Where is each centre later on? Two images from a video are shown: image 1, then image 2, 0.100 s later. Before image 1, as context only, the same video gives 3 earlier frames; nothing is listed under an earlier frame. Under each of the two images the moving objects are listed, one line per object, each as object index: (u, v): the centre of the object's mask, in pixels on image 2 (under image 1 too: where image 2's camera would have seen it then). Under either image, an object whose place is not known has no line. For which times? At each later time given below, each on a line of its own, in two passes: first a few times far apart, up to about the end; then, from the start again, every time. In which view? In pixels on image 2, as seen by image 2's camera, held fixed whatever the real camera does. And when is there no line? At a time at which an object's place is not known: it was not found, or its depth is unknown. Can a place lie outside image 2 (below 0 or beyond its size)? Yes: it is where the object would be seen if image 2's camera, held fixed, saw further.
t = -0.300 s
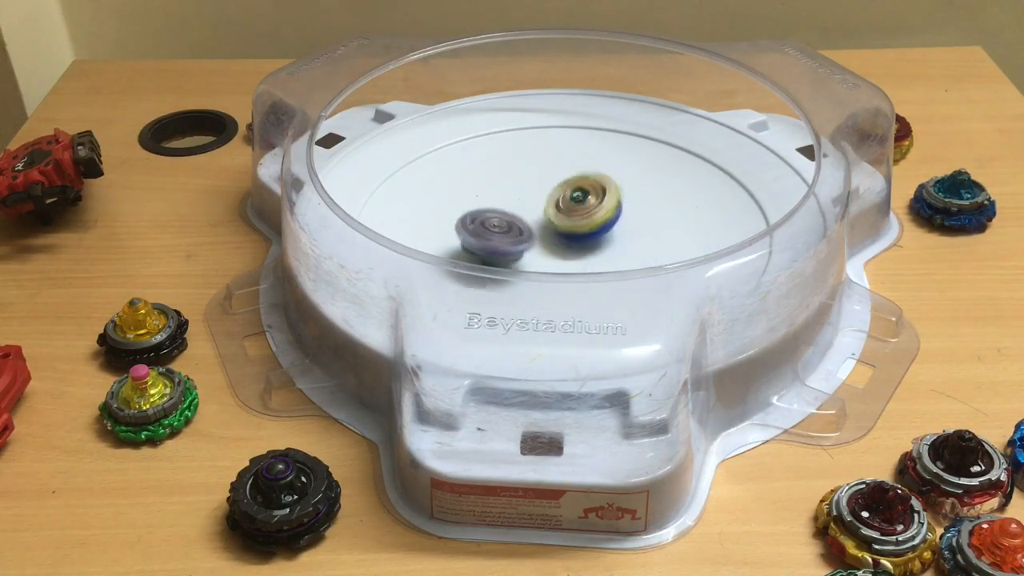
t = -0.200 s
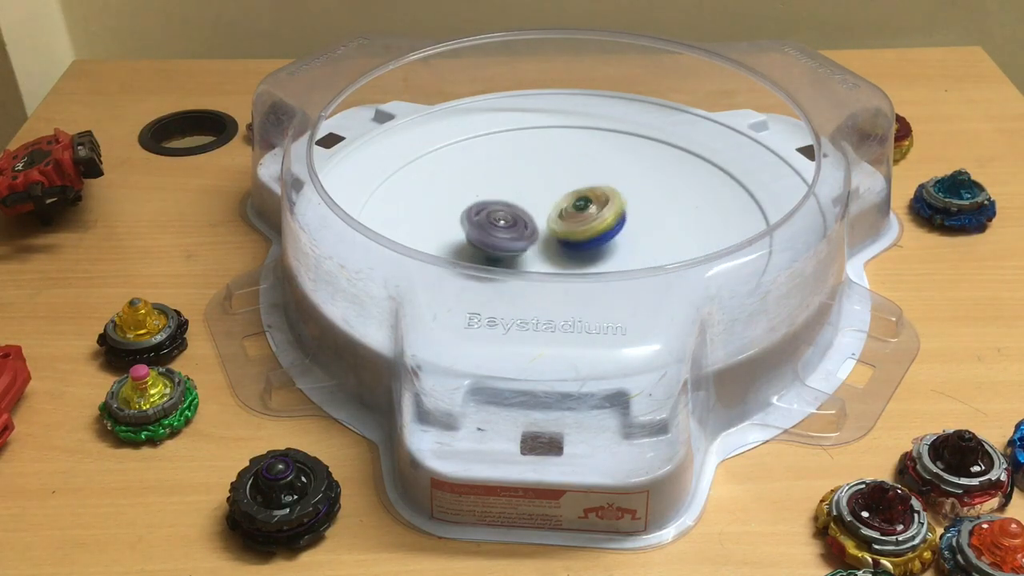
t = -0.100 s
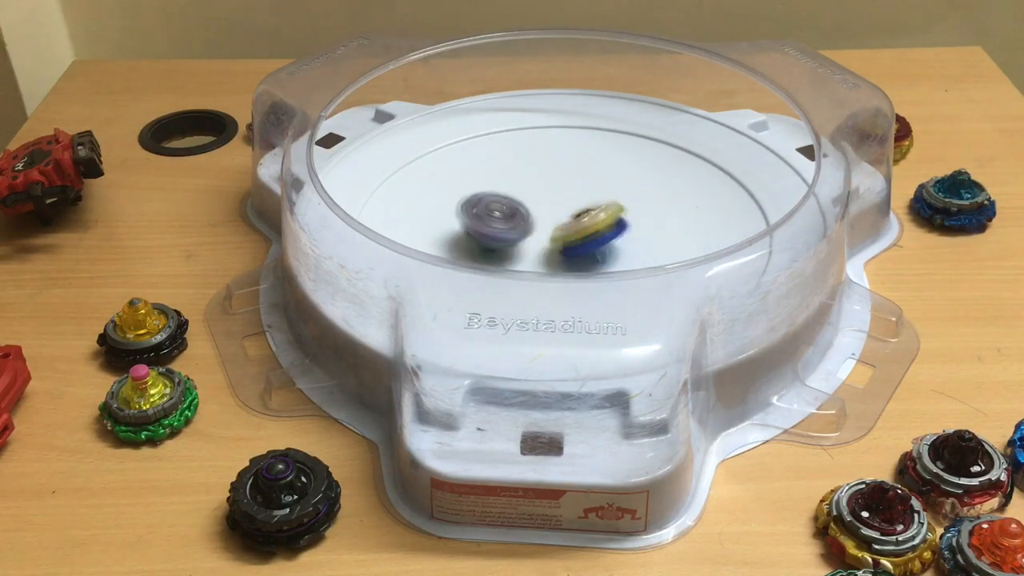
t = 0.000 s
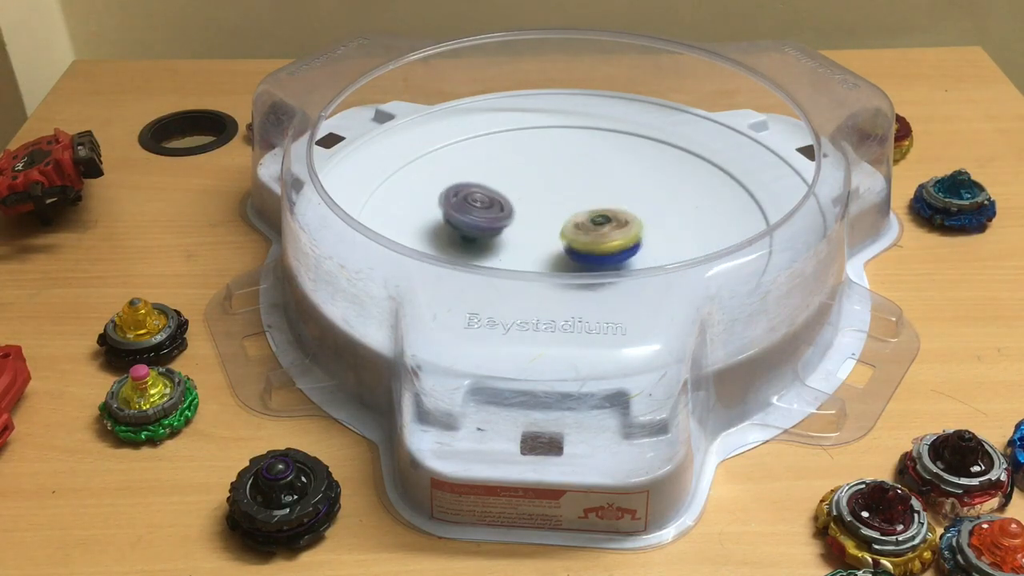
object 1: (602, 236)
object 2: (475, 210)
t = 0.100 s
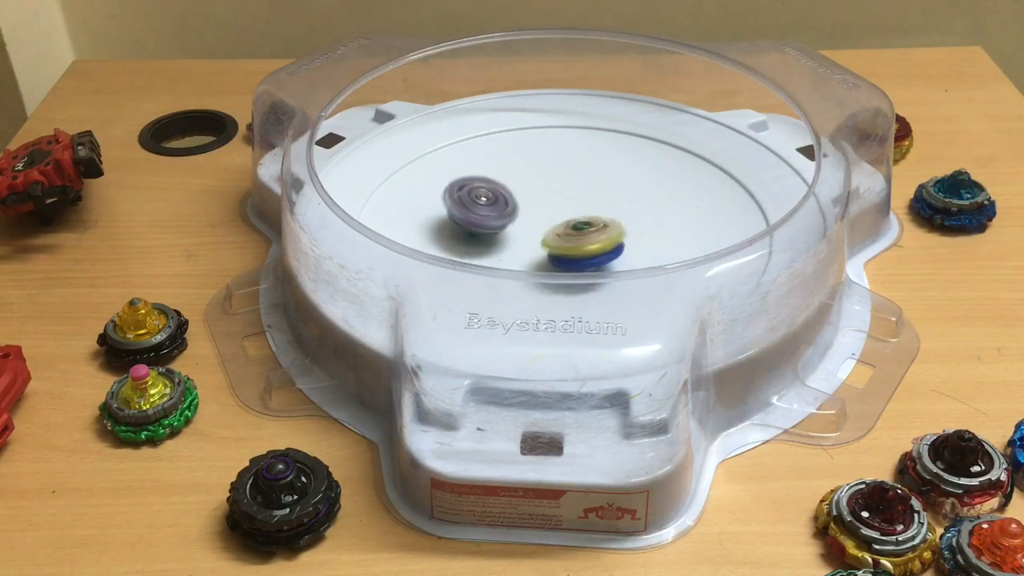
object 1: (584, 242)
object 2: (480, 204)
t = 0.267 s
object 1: (567, 240)
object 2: (501, 200)
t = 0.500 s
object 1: (573, 244)
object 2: (520, 179)
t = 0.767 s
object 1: (569, 247)
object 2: (556, 194)
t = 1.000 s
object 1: (561, 250)
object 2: (577, 197)
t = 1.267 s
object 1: (555, 251)
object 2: (598, 206)
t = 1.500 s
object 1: (544, 246)
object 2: (605, 207)
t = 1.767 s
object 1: (536, 240)
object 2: (607, 212)
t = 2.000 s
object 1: (525, 237)
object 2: (609, 217)
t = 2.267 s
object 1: (495, 227)
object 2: (587, 233)
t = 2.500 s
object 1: (494, 227)
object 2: (572, 240)
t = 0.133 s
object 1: (578, 243)
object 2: (483, 203)
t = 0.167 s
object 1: (576, 245)
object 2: (487, 202)
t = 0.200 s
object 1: (573, 244)
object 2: (491, 201)
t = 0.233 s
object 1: (569, 242)
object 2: (496, 201)
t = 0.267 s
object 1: (567, 240)
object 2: (501, 200)
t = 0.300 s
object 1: (566, 239)
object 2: (506, 200)
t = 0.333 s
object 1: (570, 242)
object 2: (508, 194)
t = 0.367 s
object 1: (573, 243)
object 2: (509, 186)
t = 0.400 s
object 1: (576, 243)
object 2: (510, 181)
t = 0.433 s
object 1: (578, 244)
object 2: (513, 179)
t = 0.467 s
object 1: (576, 244)
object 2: (516, 179)
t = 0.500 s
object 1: (573, 244)
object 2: (520, 179)
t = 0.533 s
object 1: (571, 245)
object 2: (524, 180)
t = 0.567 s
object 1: (570, 246)
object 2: (529, 181)
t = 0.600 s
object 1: (568, 247)
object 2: (533, 183)
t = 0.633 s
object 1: (567, 247)
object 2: (538, 186)
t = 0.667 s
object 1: (569, 245)
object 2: (543, 189)
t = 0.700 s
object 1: (570, 245)
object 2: (547, 191)
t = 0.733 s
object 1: (570, 246)
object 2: (551, 193)
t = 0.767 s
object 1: (569, 247)
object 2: (556, 194)
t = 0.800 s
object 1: (567, 247)
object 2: (561, 194)
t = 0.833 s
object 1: (568, 246)
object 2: (564, 195)
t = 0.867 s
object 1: (566, 249)
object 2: (568, 195)
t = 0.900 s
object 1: (564, 249)
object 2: (572, 194)
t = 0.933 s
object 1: (562, 249)
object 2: (574, 194)
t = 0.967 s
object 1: (562, 249)
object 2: (575, 196)
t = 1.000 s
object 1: (561, 250)
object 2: (577, 197)
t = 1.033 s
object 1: (561, 249)
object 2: (578, 199)
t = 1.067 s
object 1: (563, 249)
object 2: (579, 201)
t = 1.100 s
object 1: (565, 248)
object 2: (579, 202)
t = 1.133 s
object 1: (567, 248)
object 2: (580, 204)
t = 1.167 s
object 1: (564, 248)
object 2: (585, 205)
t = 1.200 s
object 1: (560, 253)
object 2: (590, 208)
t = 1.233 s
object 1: (557, 253)
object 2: (595, 206)
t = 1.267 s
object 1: (555, 251)
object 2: (598, 206)
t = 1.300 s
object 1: (554, 249)
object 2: (598, 206)
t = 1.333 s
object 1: (554, 249)
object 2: (598, 207)
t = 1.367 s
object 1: (553, 248)
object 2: (597, 208)
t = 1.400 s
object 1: (551, 248)
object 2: (599, 208)
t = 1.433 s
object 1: (547, 247)
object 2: (603, 208)
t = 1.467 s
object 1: (545, 246)
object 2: (605, 207)
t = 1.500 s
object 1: (544, 246)
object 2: (605, 207)
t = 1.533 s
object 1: (543, 246)
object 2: (604, 207)
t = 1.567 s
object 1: (544, 245)
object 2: (604, 207)
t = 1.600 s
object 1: (543, 243)
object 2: (605, 208)
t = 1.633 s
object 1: (542, 242)
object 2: (606, 209)
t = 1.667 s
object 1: (540, 241)
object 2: (605, 210)
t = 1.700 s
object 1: (538, 241)
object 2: (606, 211)
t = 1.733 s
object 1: (537, 240)
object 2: (606, 212)
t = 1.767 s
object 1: (536, 240)
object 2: (607, 212)
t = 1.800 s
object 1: (532, 239)
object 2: (610, 213)
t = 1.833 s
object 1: (532, 239)
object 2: (610, 214)
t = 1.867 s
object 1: (532, 239)
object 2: (609, 214)
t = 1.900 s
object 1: (532, 239)
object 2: (607, 216)
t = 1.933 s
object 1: (532, 239)
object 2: (607, 216)
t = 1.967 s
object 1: (532, 239)
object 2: (605, 217)
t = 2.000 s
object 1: (525, 237)
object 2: (609, 217)
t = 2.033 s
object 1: (516, 234)
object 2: (615, 220)
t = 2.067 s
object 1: (508, 232)
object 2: (617, 223)
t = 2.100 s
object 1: (502, 230)
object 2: (614, 225)
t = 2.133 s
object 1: (497, 229)
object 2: (609, 228)
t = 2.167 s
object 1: (496, 227)
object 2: (605, 228)
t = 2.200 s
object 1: (495, 227)
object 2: (601, 230)
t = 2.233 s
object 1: (495, 227)
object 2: (594, 231)
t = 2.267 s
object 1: (495, 227)
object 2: (587, 233)
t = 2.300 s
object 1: (496, 228)
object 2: (580, 234)
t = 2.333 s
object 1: (497, 229)
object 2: (576, 232)
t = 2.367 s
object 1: (495, 228)
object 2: (577, 233)
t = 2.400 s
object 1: (493, 227)
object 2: (577, 234)
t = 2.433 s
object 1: (493, 227)
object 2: (573, 237)
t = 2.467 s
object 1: (493, 227)
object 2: (571, 238)
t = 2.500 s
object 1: (494, 227)
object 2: (572, 240)
